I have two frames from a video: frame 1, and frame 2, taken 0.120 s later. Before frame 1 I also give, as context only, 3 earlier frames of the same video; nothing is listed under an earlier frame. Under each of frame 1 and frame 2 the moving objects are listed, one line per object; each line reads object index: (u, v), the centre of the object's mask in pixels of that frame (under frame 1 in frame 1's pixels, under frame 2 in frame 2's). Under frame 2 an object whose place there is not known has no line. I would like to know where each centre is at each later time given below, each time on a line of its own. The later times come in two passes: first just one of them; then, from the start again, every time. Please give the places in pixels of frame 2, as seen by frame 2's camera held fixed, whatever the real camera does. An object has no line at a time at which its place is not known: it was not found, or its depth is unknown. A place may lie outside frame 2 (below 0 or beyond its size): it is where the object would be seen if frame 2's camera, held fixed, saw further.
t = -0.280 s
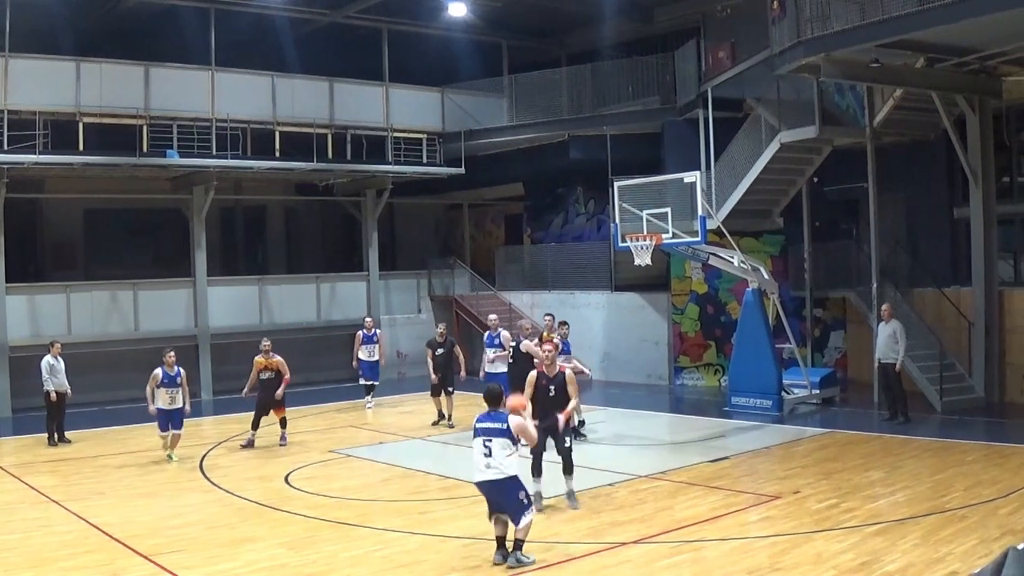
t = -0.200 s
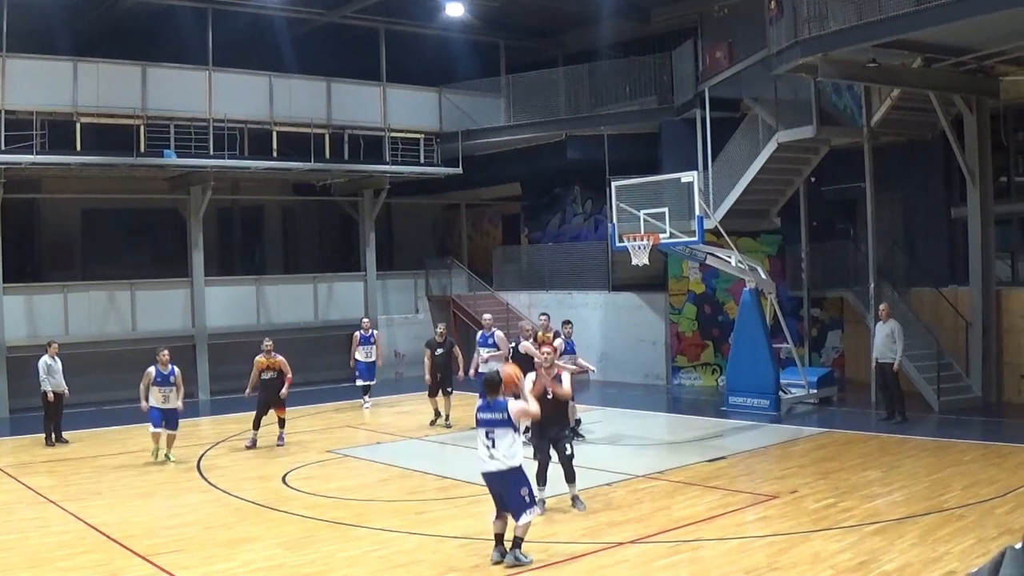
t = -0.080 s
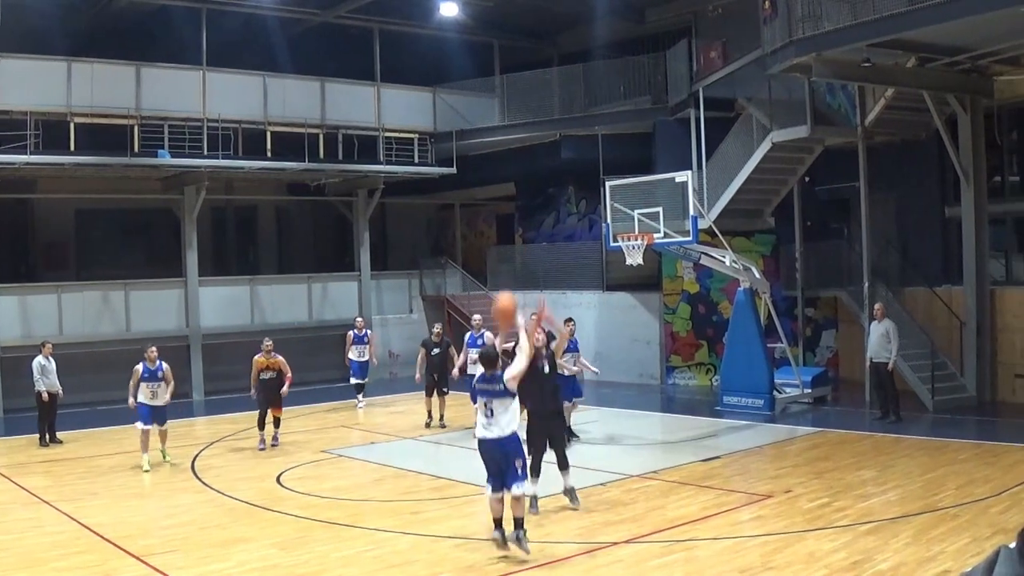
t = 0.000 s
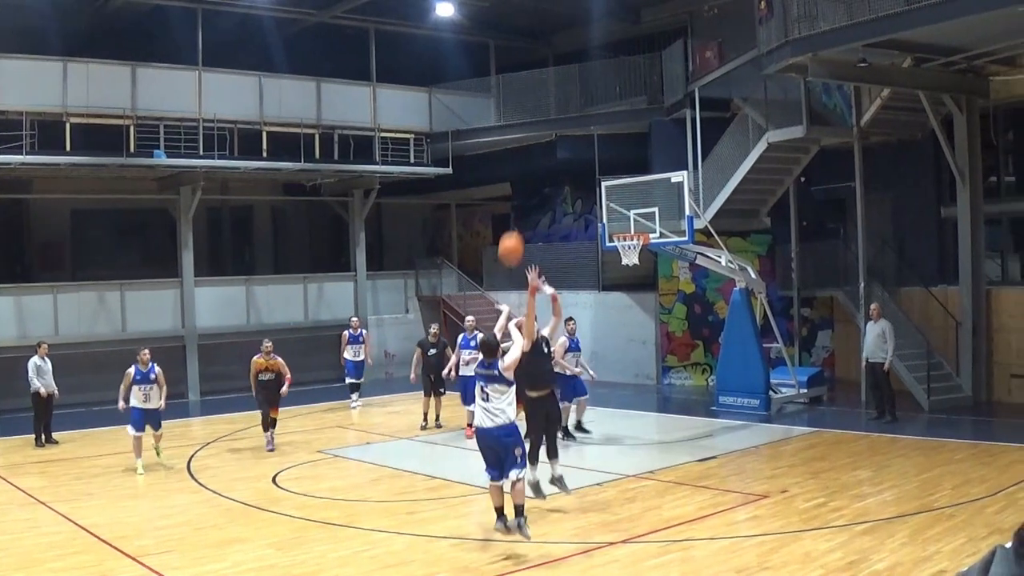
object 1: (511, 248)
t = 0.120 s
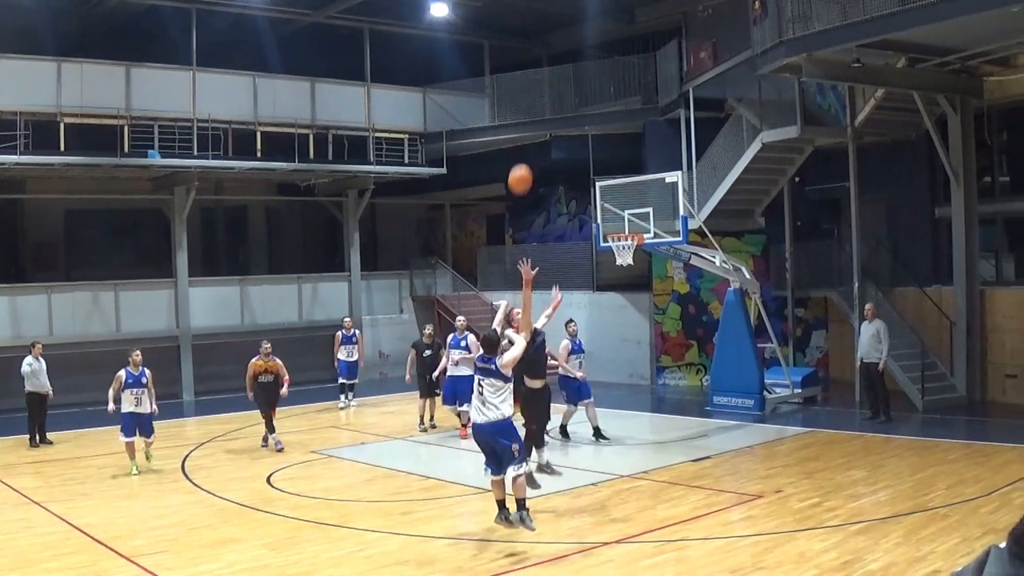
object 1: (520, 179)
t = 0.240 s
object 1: (535, 130)
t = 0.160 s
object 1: (525, 161)
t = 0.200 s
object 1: (529, 145)
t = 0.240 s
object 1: (535, 130)
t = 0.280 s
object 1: (539, 118)
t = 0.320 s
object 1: (545, 107)
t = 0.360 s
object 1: (548, 99)
